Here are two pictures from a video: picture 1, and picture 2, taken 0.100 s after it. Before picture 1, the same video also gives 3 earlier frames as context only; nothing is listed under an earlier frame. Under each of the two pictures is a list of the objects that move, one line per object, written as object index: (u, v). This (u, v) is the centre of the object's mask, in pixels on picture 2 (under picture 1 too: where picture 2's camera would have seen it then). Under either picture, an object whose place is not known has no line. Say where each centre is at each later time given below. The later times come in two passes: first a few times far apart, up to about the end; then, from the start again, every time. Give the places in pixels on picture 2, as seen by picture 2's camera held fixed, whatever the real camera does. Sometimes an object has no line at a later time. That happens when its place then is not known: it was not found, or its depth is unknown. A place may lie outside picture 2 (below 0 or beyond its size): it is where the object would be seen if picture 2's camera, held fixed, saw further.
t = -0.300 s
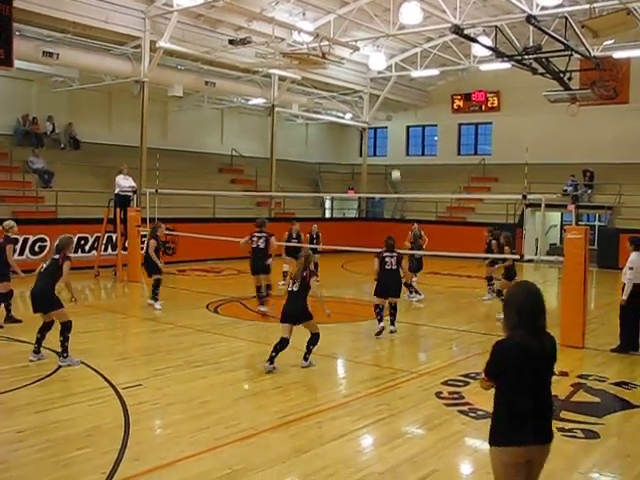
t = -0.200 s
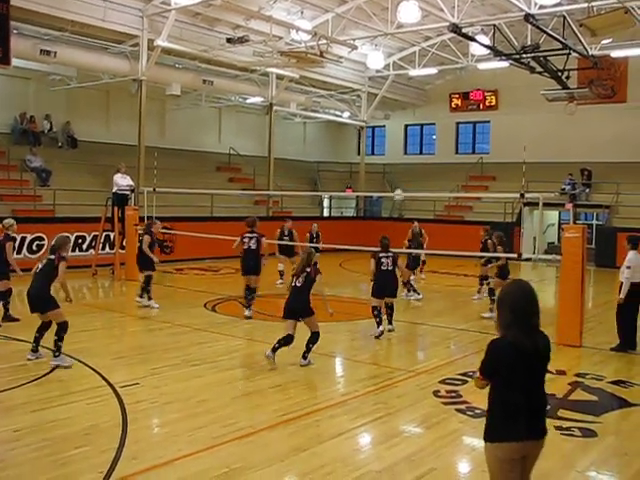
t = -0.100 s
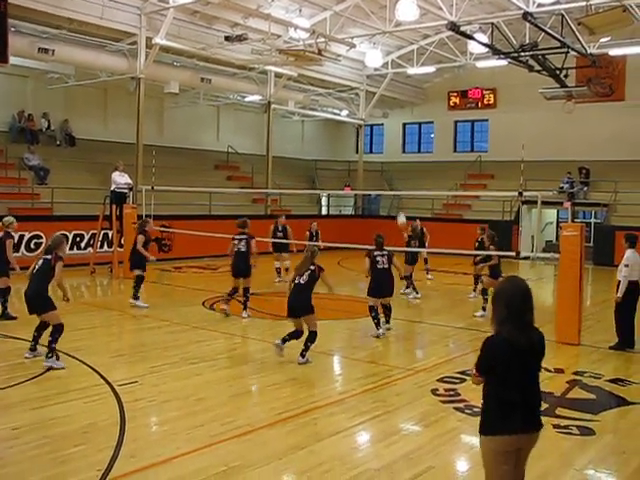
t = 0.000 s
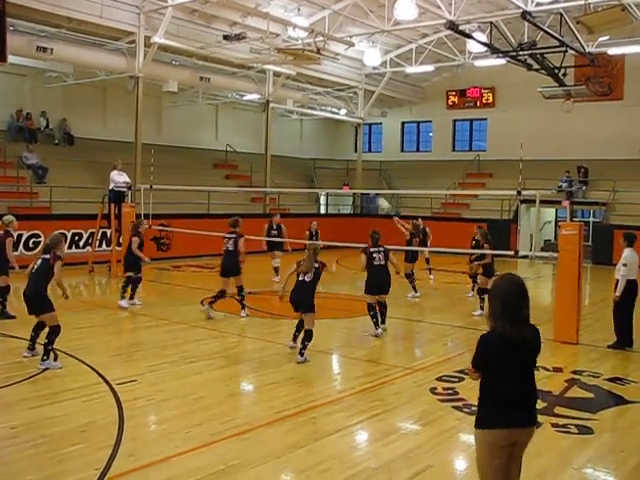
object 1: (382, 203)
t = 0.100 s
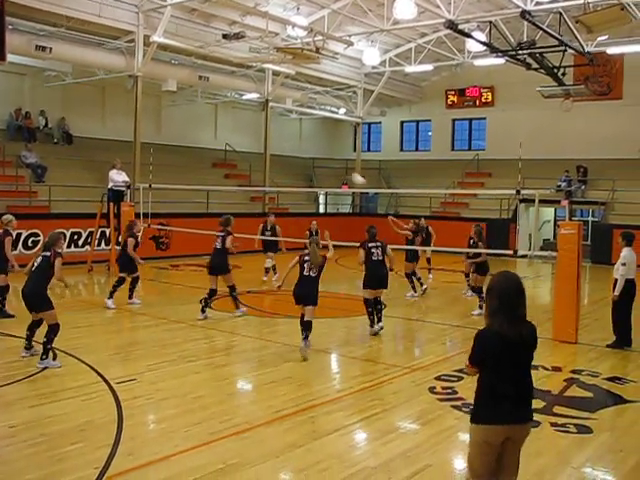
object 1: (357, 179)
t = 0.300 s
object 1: (301, 141)
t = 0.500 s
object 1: (235, 123)
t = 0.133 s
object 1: (349, 172)
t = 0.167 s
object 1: (339, 166)
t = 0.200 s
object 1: (330, 157)
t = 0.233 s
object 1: (321, 152)
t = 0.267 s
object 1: (311, 147)
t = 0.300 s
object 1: (301, 141)
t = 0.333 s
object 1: (291, 136)
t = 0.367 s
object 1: (280, 133)
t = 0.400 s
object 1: (269, 129)
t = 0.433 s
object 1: (258, 127)
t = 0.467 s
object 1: (247, 124)
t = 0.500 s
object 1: (235, 123)
